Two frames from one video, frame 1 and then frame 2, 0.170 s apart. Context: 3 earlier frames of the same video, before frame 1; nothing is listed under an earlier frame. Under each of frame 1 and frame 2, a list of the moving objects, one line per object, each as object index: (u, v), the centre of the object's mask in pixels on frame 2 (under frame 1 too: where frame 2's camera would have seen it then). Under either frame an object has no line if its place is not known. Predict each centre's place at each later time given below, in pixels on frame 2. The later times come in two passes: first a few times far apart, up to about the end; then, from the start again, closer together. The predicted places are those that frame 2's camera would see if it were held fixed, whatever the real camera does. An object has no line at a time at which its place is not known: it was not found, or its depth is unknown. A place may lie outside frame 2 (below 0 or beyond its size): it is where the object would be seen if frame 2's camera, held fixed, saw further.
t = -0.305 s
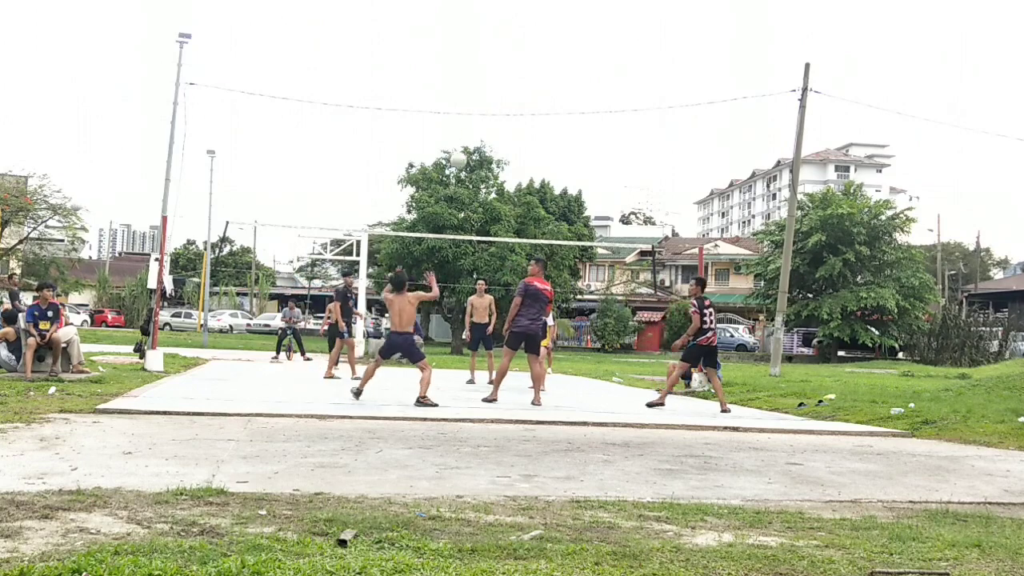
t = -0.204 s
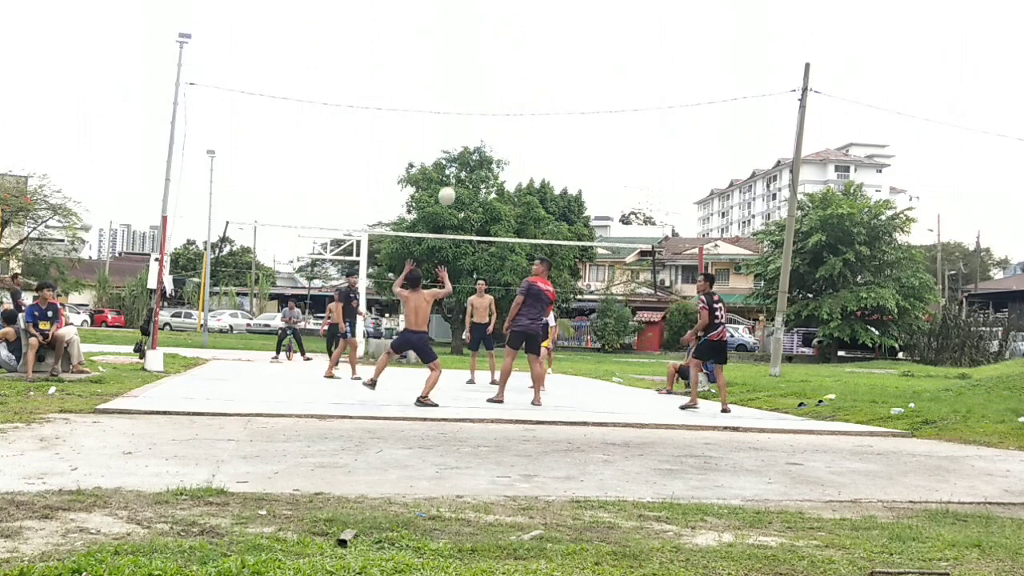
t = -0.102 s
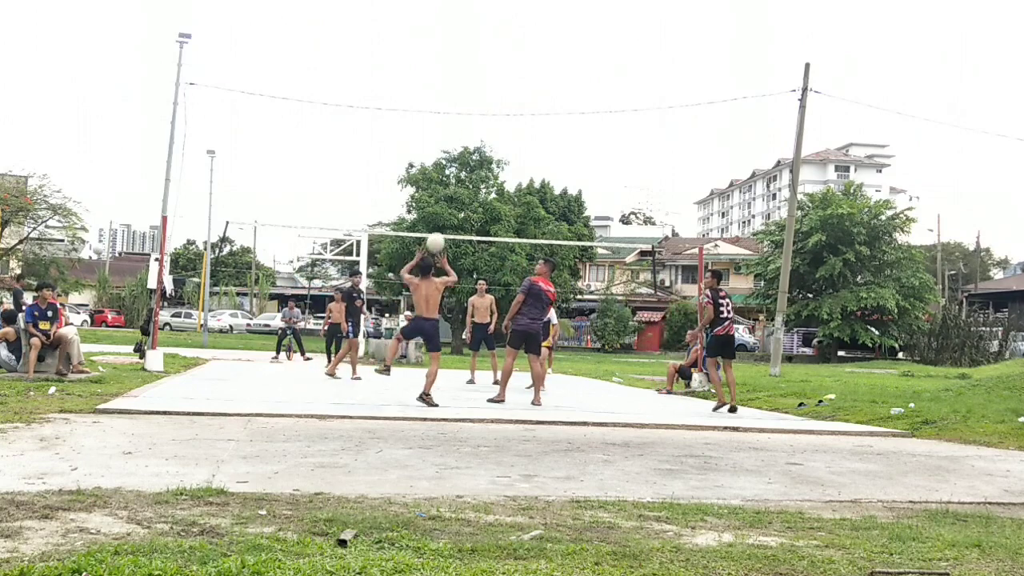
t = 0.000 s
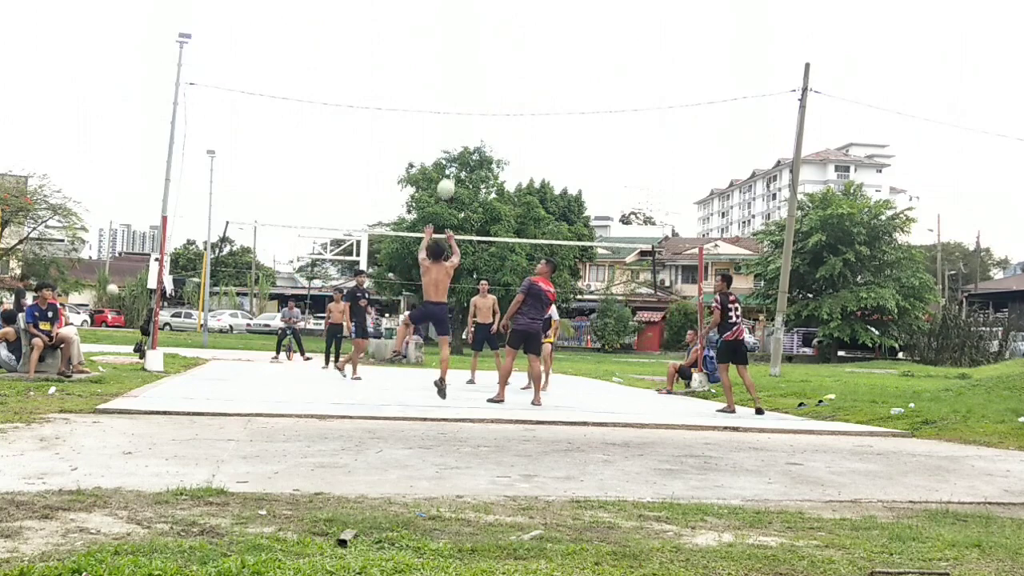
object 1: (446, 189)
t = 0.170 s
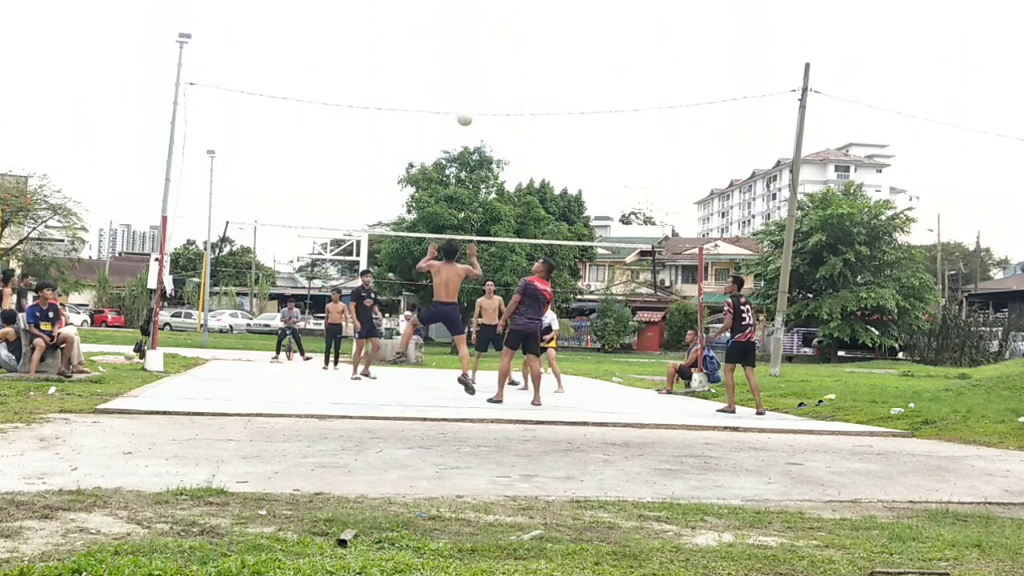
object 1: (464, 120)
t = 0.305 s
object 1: (478, 85)
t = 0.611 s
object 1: (506, 60)
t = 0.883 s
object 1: (527, 92)
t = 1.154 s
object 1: (545, 166)
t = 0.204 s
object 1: (468, 110)
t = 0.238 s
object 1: (471, 100)
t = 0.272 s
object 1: (475, 92)
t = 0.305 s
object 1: (478, 85)
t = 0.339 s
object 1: (481, 78)
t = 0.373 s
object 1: (485, 73)
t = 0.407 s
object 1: (488, 68)
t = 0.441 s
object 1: (491, 65)
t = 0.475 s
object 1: (494, 62)
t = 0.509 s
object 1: (497, 60)
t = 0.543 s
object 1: (500, 59)
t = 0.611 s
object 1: (506, 60)
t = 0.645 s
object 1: (509, 61)
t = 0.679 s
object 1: (512, 63)
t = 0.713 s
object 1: (515, 66)
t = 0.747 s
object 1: (517, 70)
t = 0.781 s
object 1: (520, 74)
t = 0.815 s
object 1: (522, 80)
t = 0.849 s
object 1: (525, 85)
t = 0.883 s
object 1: (527, 92)
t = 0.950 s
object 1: (532, 107)
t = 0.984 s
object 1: (534, 115)
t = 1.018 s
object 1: (536, 124)
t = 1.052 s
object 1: (538, 134)
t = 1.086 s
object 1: (541, 145)
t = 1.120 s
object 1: (543, 155)
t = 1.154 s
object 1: (545, 166)
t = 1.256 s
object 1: (550, 203)
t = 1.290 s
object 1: (552, 216)
